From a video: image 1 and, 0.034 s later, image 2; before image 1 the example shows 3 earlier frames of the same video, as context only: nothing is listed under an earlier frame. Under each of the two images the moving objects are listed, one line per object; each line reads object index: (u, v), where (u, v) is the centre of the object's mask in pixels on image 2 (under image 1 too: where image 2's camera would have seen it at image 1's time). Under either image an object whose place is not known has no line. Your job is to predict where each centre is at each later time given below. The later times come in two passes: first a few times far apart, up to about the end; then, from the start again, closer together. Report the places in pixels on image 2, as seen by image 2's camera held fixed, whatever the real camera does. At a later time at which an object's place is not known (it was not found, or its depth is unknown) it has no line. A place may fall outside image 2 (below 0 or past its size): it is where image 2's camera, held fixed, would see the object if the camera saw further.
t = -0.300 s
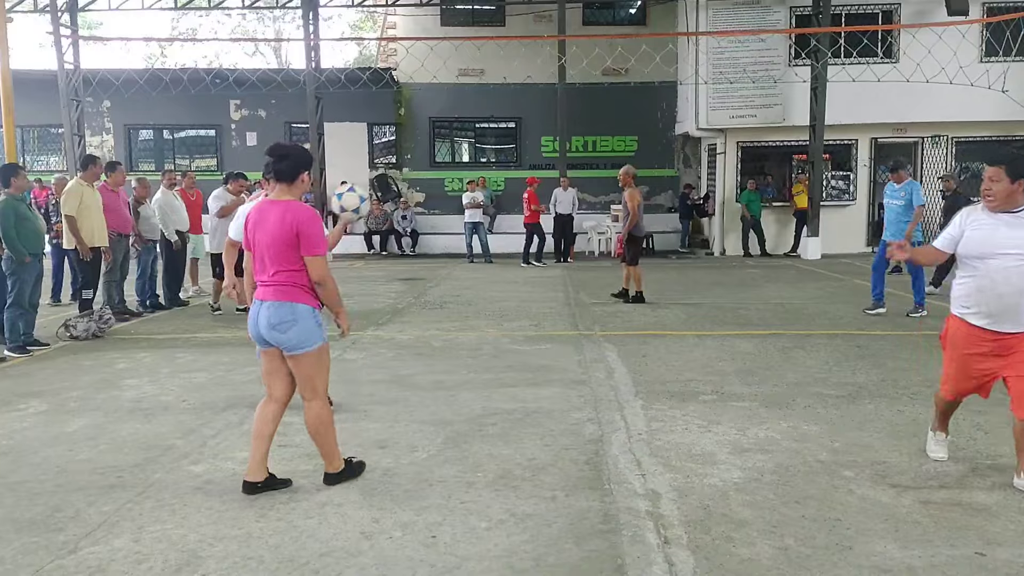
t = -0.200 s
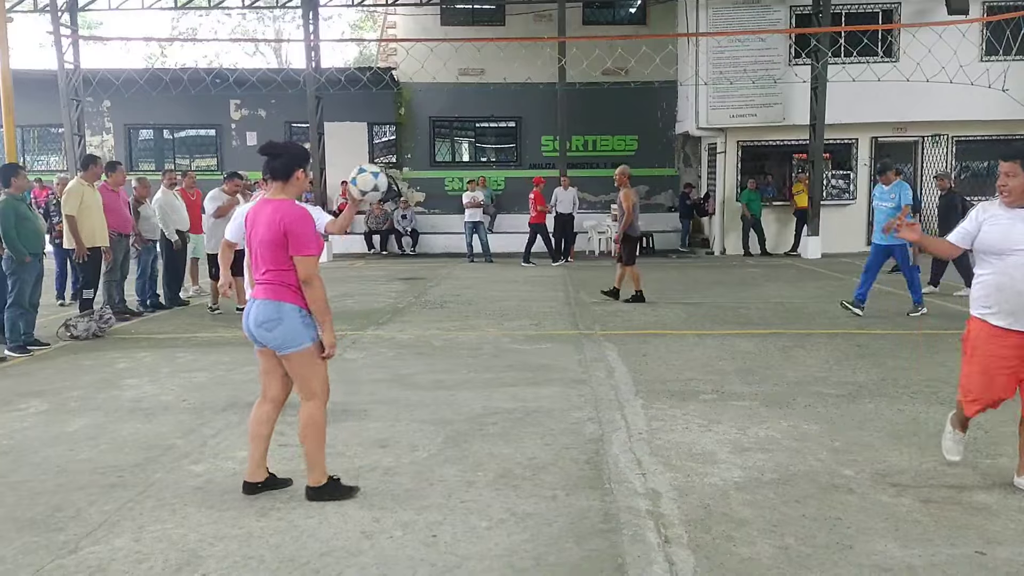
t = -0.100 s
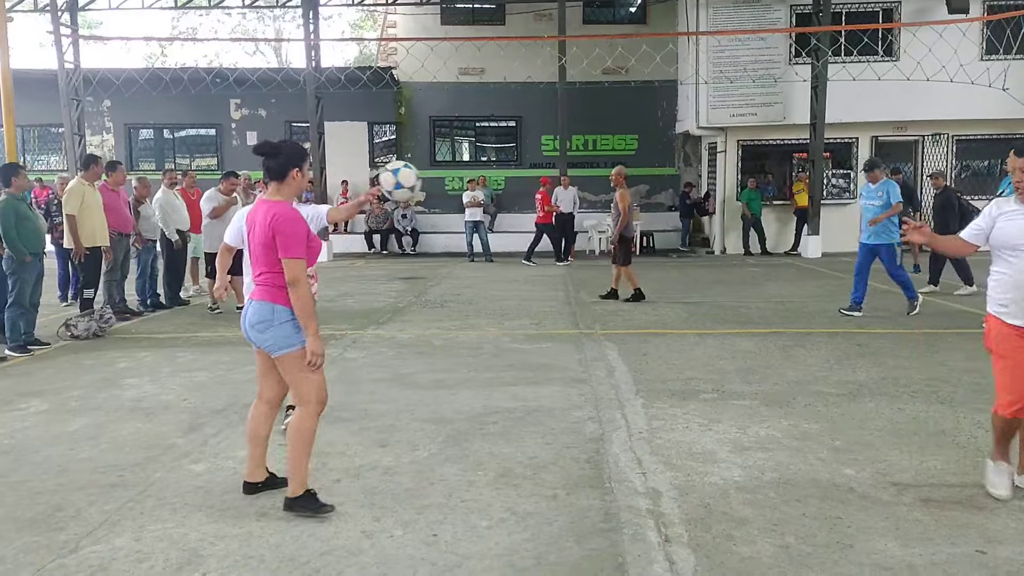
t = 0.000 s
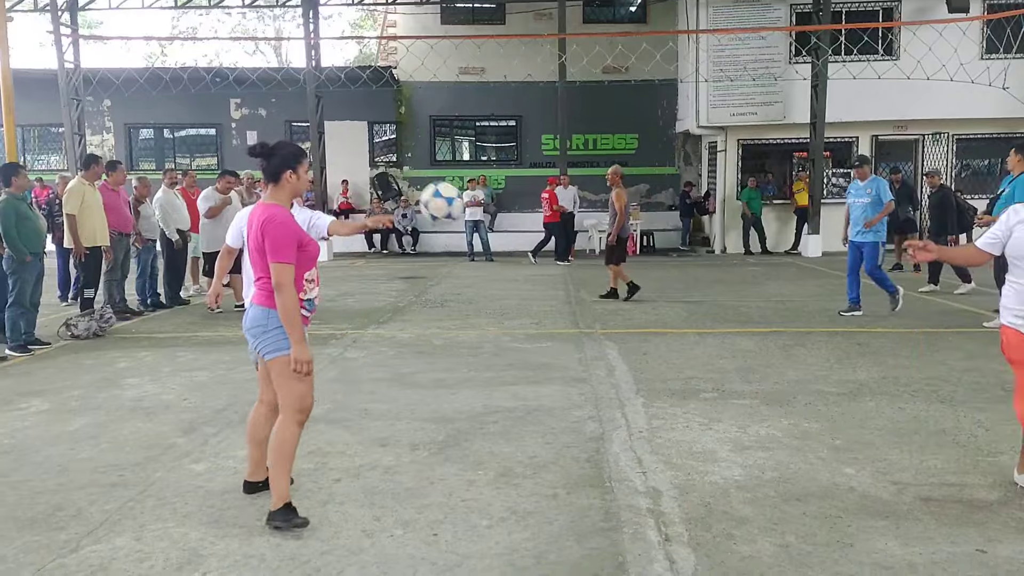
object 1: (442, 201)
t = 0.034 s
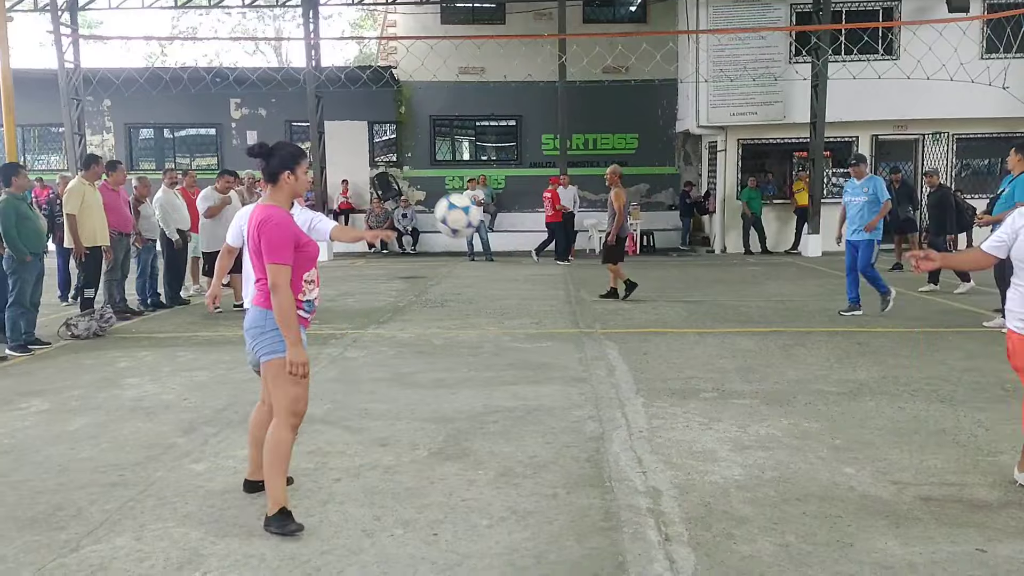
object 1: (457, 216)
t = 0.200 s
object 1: (541, 324)
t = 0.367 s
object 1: (637, 488)
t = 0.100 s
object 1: (489, 249)
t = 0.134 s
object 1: (506, 271)
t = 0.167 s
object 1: (523, 295)
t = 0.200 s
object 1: (541, 324)
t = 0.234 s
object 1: (561, 356)
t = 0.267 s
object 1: (580, 393)
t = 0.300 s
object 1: (601, 432)
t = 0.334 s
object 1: (623, 479)
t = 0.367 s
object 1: (637, 488)
